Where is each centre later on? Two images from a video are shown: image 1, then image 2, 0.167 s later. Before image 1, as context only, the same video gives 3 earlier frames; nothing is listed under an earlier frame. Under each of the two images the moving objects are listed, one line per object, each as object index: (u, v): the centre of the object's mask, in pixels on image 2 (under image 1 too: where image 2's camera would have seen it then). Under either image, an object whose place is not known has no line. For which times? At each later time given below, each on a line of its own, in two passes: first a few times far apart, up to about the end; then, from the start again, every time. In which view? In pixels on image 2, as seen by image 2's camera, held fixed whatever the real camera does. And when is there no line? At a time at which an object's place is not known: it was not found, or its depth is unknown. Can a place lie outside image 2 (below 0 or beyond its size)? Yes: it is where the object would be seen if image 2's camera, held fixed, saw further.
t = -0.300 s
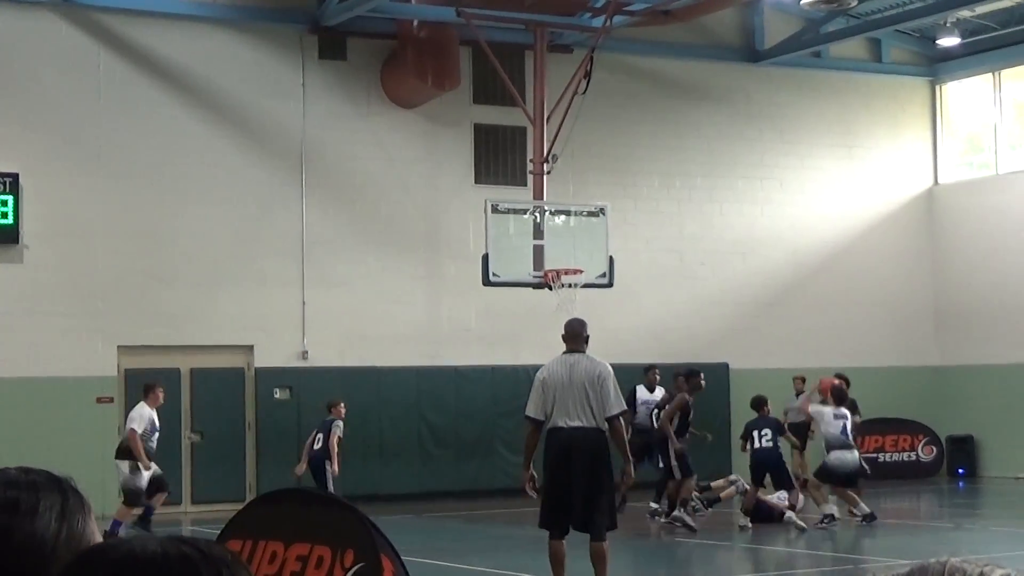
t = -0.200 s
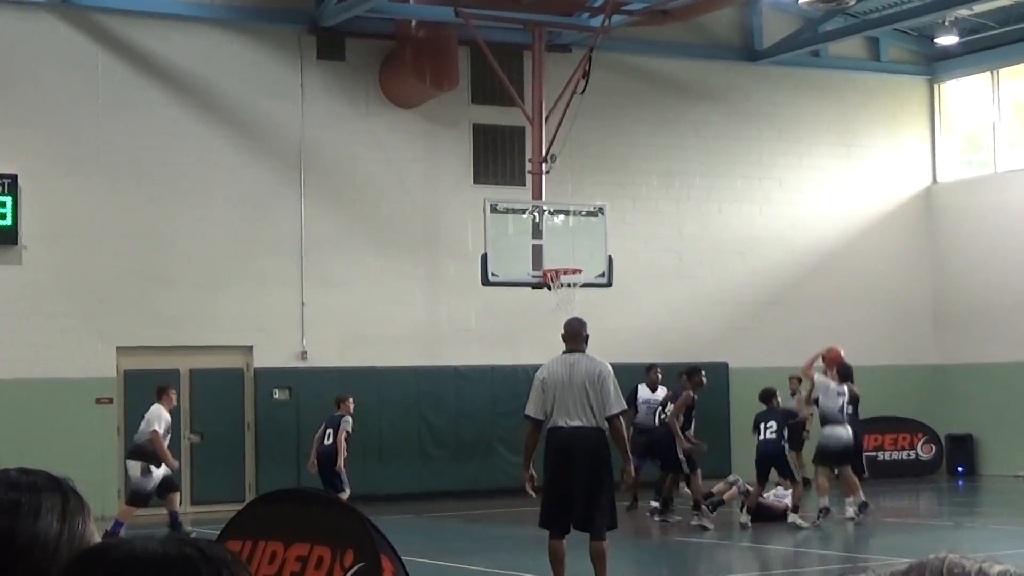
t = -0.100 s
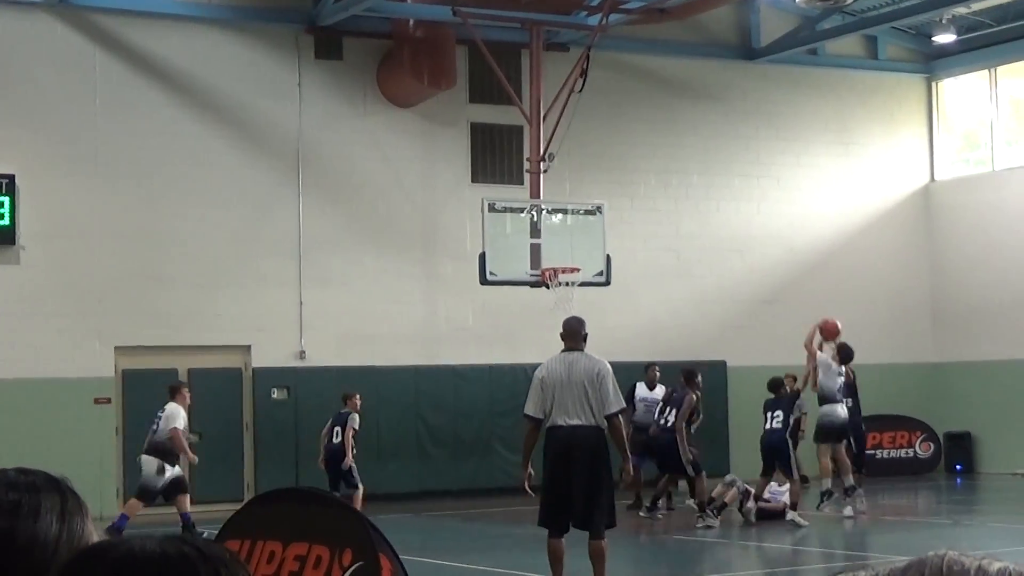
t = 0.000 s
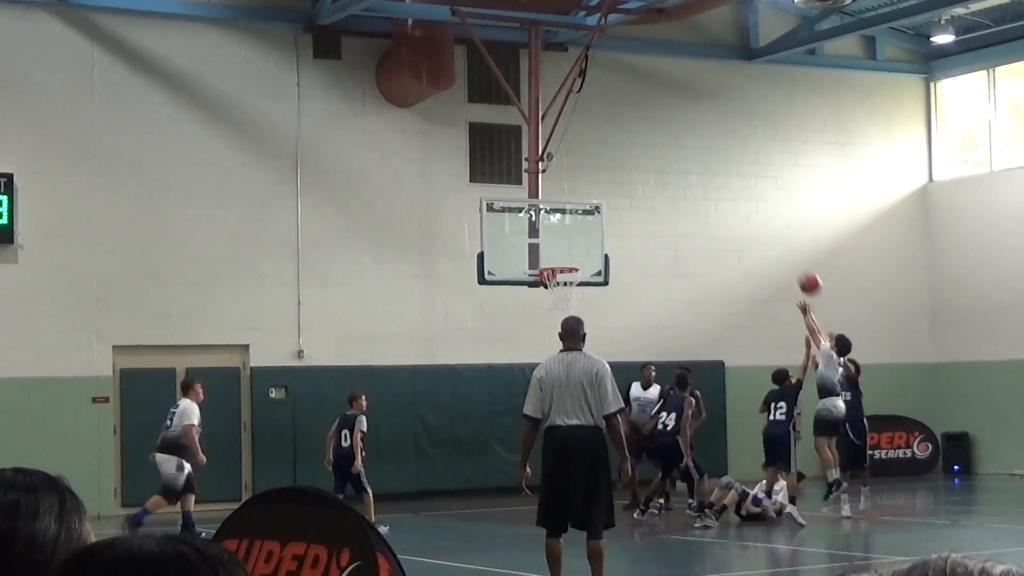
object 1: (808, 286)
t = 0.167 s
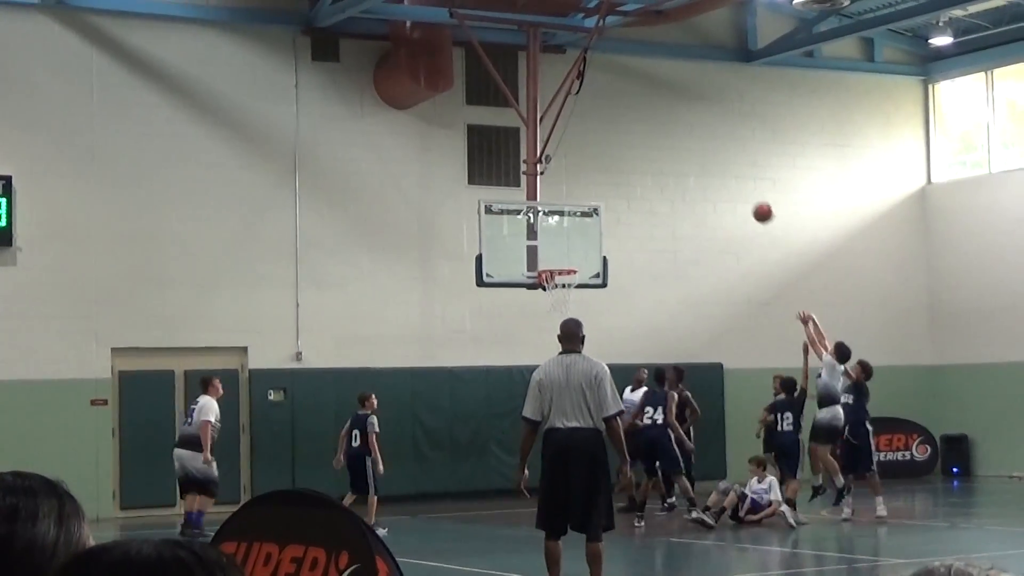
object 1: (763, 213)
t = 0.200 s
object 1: (754, 201)
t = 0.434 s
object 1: (698, 151)
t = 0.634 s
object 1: (655, 146)
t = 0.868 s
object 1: (610, 179)
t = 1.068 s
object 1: (574, 238)
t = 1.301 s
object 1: (548, 217)
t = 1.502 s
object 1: (531, 182)
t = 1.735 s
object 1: (513, 180)
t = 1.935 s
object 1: (498, 212)
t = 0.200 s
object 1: (754, 201)
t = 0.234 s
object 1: (745, 191)
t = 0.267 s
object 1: (738, 182)
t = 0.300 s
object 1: (729, 174)
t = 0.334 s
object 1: (721, 167)
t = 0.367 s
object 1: (714, 160)
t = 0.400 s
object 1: (706, 155)
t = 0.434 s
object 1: (698, 151)
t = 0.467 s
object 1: (691, 148)
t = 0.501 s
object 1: (683, 145)
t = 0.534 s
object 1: (676, 144)
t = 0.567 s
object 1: (669, 144)
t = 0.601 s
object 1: (662, 145)
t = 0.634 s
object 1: (655, 146)
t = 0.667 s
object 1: (648, 148)
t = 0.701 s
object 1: (641, 151)
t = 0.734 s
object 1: (635, 155)
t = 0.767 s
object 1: (628, 160)
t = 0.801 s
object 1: (622, 165)
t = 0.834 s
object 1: (615, 172)
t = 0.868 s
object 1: (610, 179)
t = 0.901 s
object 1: (603, 187)
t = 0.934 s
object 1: (597, 195)
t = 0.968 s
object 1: (591, 205)
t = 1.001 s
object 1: (585, 215)
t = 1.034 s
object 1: (579, 226)
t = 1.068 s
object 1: (574, 238)
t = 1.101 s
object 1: (568, 250)
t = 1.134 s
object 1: (562, 263)
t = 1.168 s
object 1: (559, 257)
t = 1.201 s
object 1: (557, 245)
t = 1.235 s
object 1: (554, 235)
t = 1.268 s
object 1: (551, 226)
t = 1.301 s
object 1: (548, 217)
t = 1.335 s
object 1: (545, 209)
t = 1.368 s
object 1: (543, 202)
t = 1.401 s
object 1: (540, 196)
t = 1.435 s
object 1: (537, 192)
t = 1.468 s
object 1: (534, 186)
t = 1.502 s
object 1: (531, 182)
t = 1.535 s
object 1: (529, 180)
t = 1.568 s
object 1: (527, 178)
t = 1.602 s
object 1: (524, 176)
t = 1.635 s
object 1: (520, 177)
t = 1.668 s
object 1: (518, 177)
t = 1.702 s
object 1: (515, 178)
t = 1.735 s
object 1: (513, 180)
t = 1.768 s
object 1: (511, 183)
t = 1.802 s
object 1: (508, 187)
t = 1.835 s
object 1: (505, 192)
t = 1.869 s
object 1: (503, 197)
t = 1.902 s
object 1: (500, 204)
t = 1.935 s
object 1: (498, 212)
